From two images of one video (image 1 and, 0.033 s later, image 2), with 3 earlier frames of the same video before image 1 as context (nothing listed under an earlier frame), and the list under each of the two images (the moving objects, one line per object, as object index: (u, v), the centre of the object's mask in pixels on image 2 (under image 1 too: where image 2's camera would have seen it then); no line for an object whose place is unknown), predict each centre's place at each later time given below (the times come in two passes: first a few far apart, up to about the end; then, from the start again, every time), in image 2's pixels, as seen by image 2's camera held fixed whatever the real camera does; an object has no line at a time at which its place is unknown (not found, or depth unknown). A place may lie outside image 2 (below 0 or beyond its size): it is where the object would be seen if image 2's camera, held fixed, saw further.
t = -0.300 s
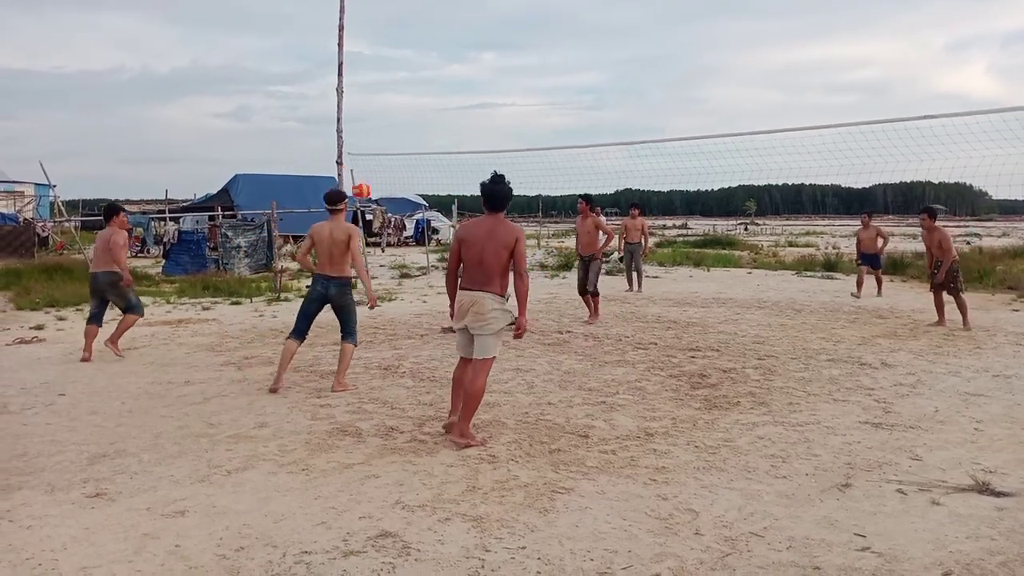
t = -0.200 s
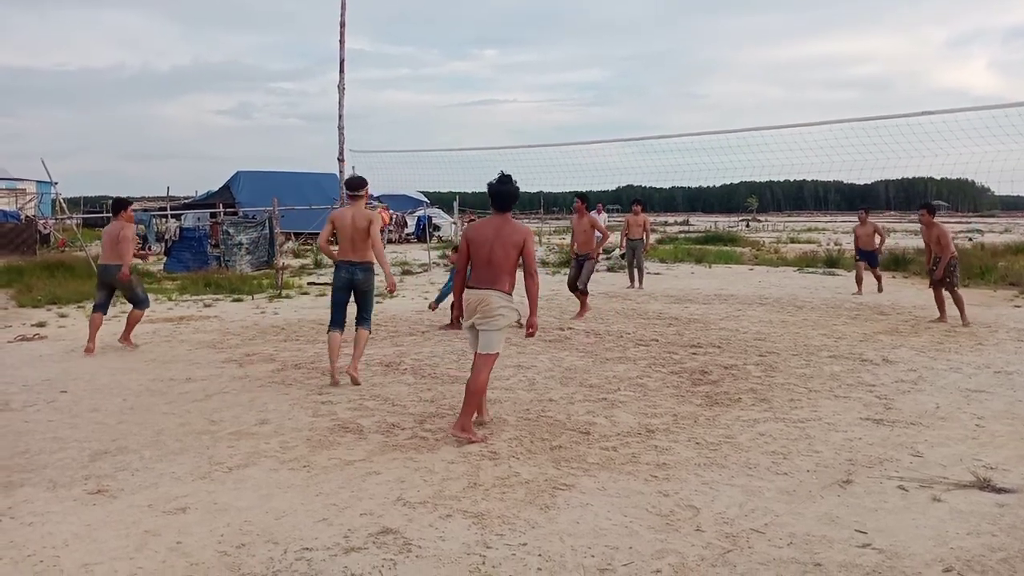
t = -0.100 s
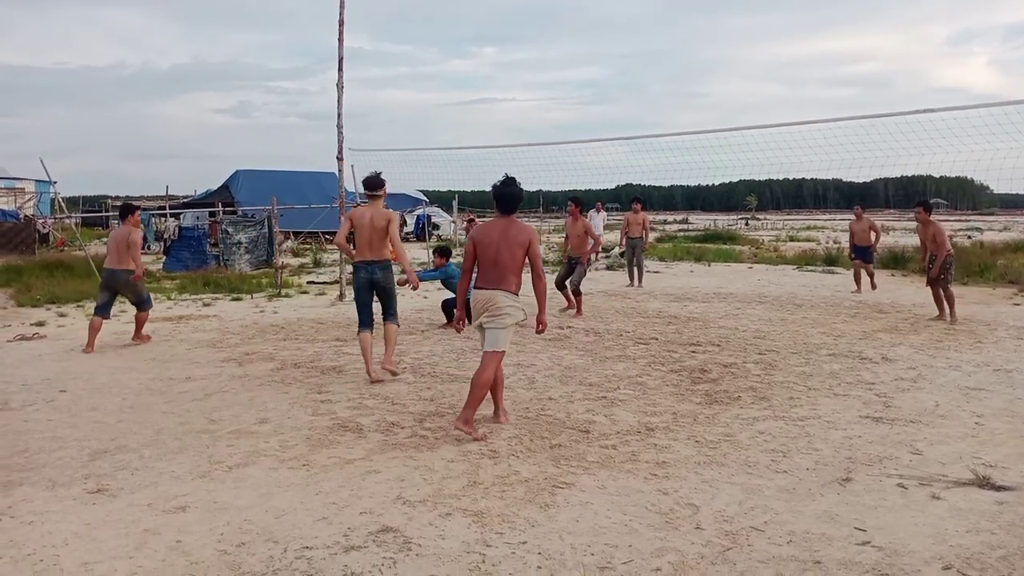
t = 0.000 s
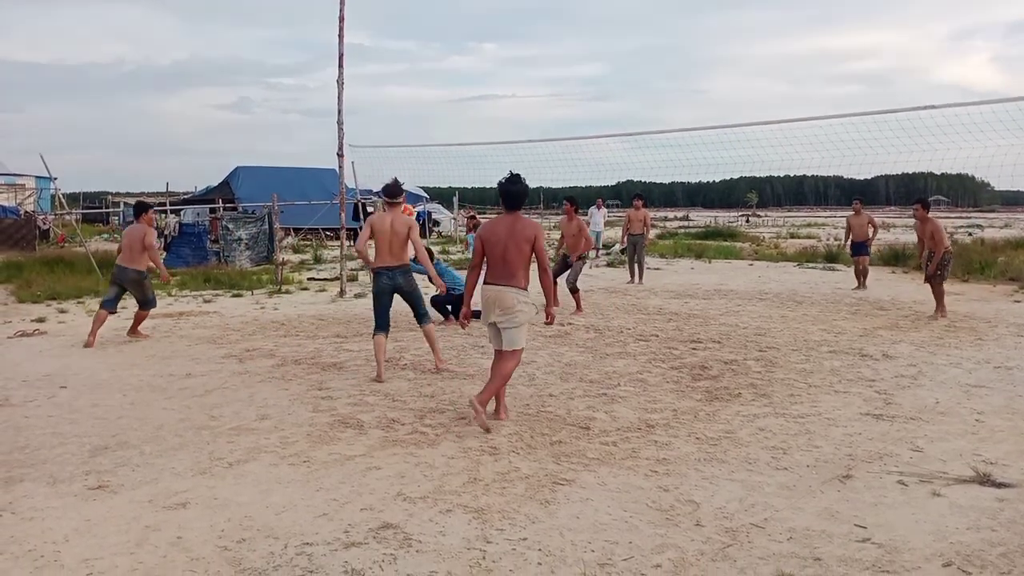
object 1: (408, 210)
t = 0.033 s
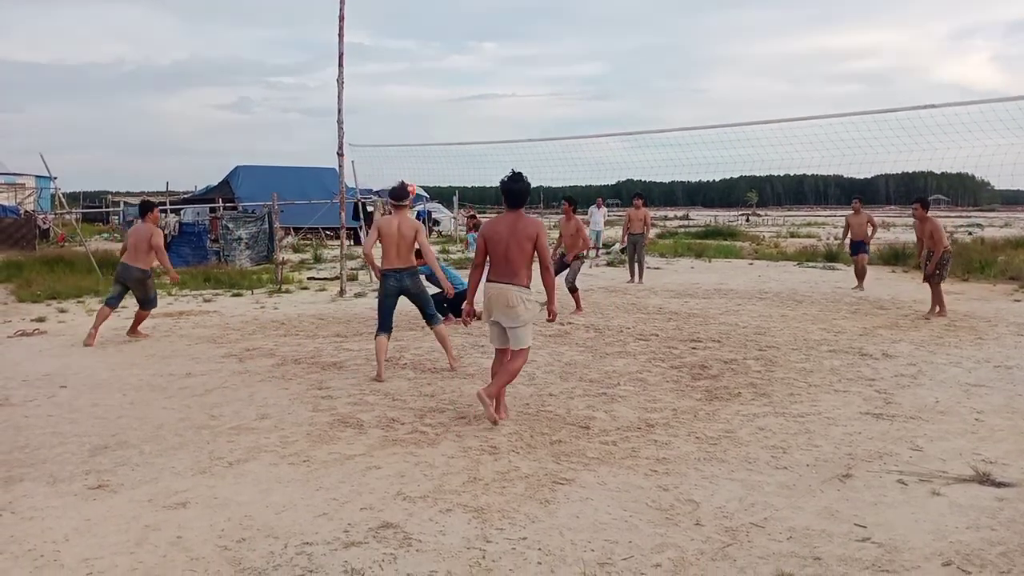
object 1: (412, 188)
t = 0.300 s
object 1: (420, 66)
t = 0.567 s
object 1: (433, 8)
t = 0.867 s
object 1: (444, 11)
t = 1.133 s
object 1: (453, 62)
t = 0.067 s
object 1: (409, 171)
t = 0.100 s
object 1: (411, 153)
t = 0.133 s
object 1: (412, 135)
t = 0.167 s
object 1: (414, 119)
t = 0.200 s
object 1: (415, 105)
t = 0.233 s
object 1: (417, 91)
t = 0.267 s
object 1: (418, 78)
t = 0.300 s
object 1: (420, 66)
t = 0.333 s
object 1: (422, 55)
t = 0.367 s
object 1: (424, 46)
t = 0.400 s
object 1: (425, 37)
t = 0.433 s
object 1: (427, 30)
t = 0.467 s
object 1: (428, 23)
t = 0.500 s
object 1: (430, 17)
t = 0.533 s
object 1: (431, 12)
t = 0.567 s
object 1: (433, 8)
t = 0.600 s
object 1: (434, 5)
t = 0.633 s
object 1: (435, 4)
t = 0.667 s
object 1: (437, 4)
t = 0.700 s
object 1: (438, 5)
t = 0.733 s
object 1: (440, 5)
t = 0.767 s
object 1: (441, 6)
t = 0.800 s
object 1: (442, 7)
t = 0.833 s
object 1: (443, 8)
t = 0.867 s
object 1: (444, 11)
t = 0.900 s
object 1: (446, 15)
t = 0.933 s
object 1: (447, 20)
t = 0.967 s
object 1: (448, 25)
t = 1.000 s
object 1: (449, 31)
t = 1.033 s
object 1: (450, 38)
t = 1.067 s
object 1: (451, 45)
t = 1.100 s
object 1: (452, 53)
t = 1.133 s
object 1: (453, 62)
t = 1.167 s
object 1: (454, 72)
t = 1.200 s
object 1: (455, 81)
